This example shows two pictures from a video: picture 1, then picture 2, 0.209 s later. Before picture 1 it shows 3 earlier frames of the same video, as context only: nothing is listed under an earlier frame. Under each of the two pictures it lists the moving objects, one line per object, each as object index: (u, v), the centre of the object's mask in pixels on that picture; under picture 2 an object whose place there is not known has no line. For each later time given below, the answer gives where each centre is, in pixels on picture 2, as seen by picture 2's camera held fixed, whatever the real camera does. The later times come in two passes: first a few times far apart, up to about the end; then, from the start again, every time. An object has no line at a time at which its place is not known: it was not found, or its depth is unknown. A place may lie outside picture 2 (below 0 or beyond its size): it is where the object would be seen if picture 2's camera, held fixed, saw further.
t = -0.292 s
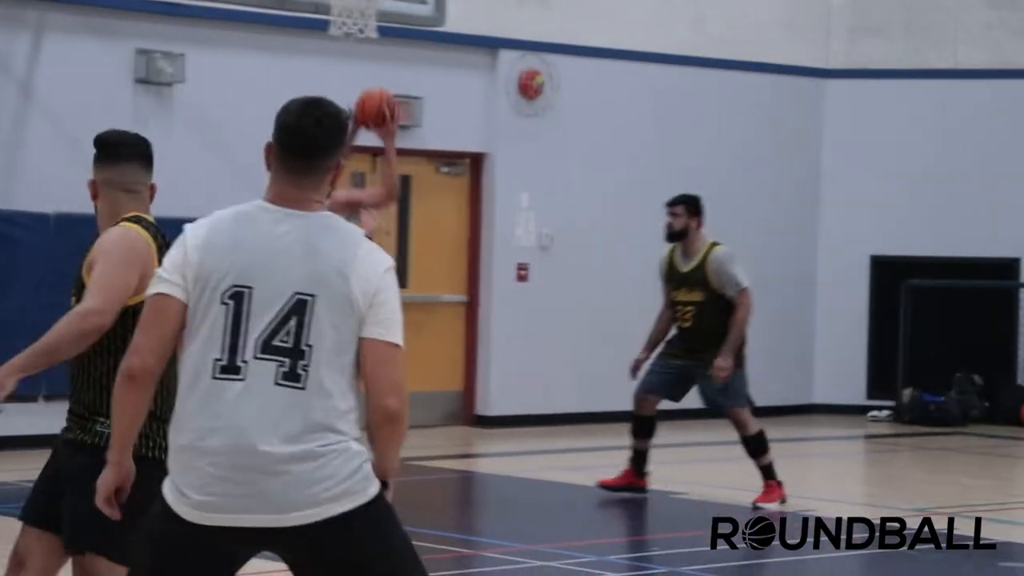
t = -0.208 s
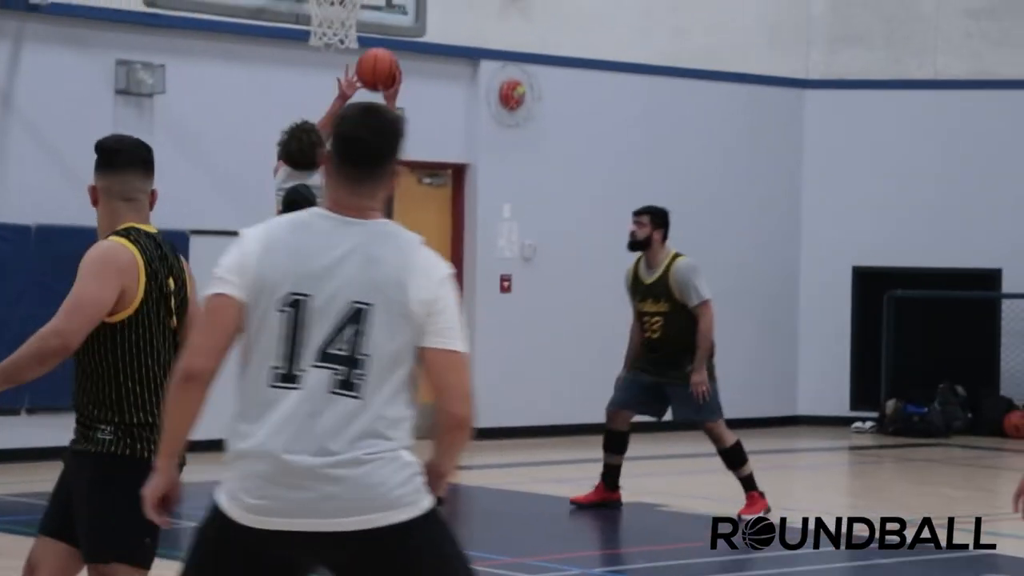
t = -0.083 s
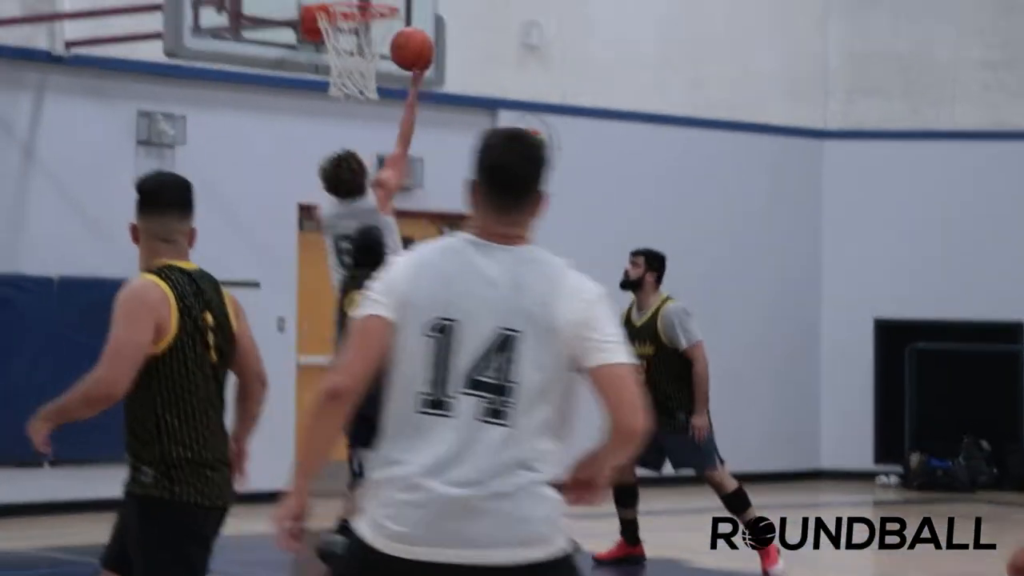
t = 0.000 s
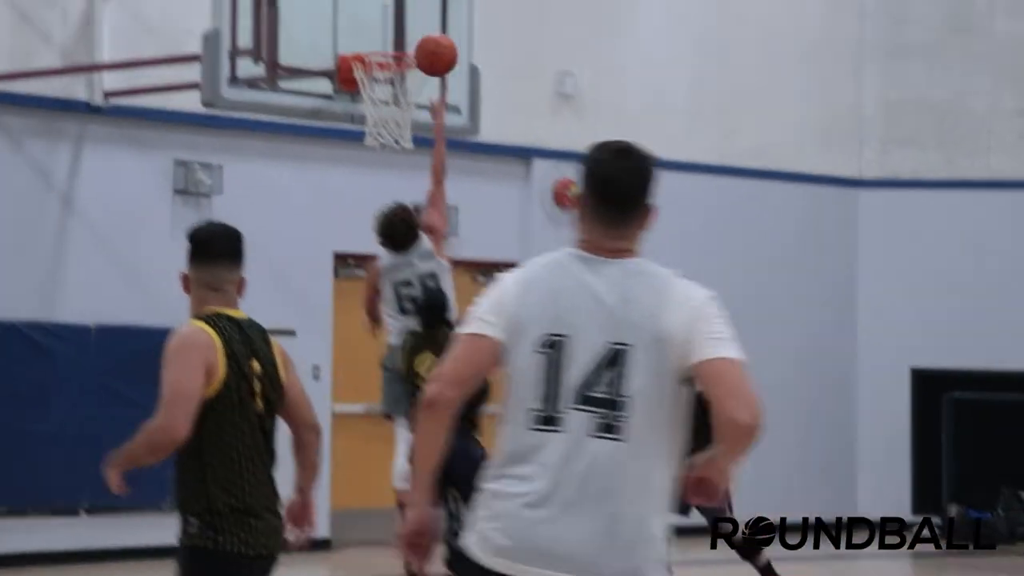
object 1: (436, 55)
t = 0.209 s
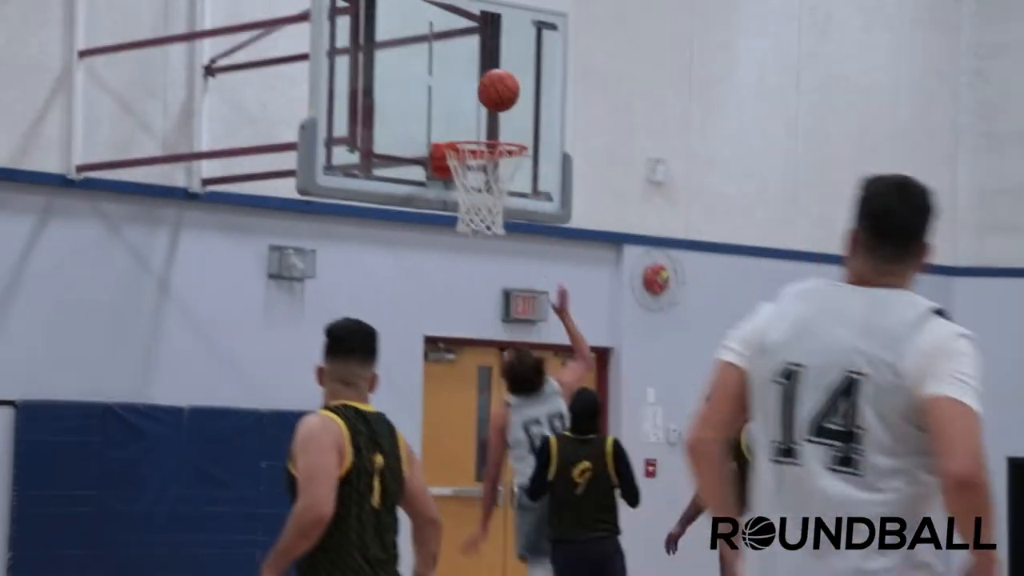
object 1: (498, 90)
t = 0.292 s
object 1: (486, 91)
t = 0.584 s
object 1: (502, 134)
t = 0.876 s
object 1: (474, 198)
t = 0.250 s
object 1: (492, 89)
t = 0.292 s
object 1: (486, 91)
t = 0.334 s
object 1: (480, 95)
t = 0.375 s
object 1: (474, 103)
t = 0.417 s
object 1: (468, 114)
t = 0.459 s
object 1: (462, 125)
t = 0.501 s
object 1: (470, 129)
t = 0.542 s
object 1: (485, 130)
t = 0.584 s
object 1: (502, 134)
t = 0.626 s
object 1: (500, 134)
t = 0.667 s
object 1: (490, 134)
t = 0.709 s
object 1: (480, 135)
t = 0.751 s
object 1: (476, 158)
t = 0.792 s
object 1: (474, 167)
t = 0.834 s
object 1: (474, 180)
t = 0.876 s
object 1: (474, 198)
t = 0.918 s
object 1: (473, 214)
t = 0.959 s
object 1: (474, 239)
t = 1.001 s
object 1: (475, 252)
